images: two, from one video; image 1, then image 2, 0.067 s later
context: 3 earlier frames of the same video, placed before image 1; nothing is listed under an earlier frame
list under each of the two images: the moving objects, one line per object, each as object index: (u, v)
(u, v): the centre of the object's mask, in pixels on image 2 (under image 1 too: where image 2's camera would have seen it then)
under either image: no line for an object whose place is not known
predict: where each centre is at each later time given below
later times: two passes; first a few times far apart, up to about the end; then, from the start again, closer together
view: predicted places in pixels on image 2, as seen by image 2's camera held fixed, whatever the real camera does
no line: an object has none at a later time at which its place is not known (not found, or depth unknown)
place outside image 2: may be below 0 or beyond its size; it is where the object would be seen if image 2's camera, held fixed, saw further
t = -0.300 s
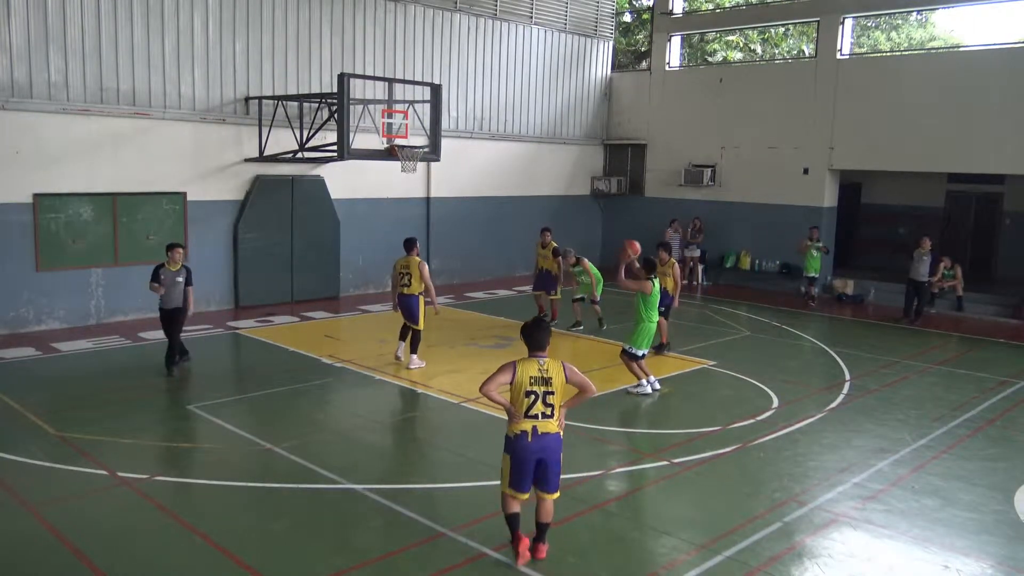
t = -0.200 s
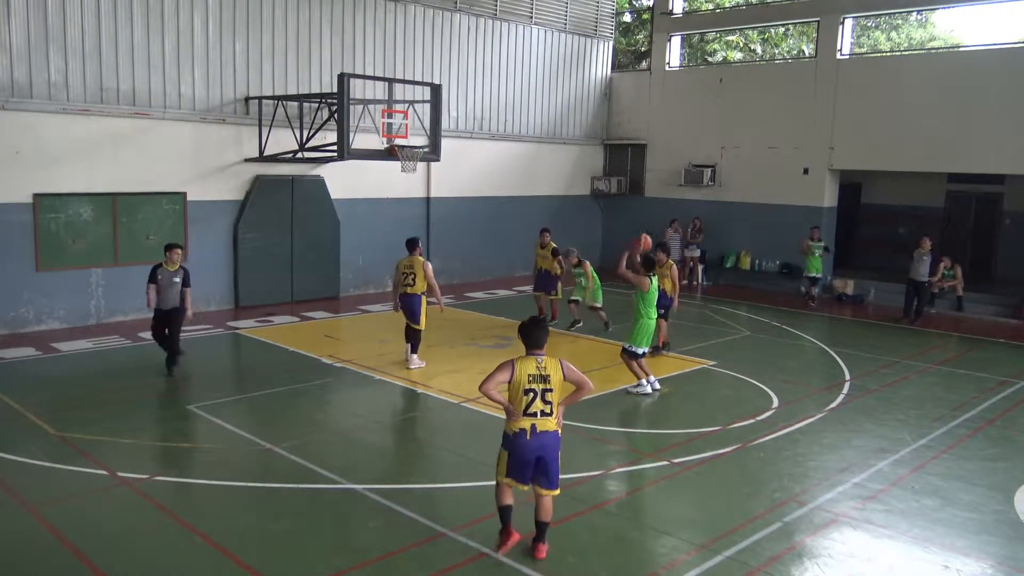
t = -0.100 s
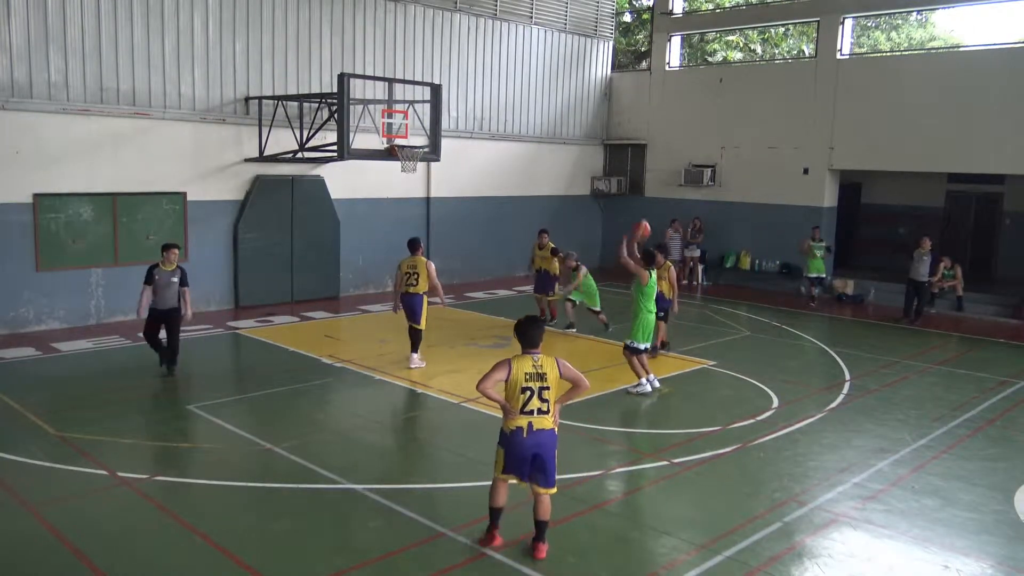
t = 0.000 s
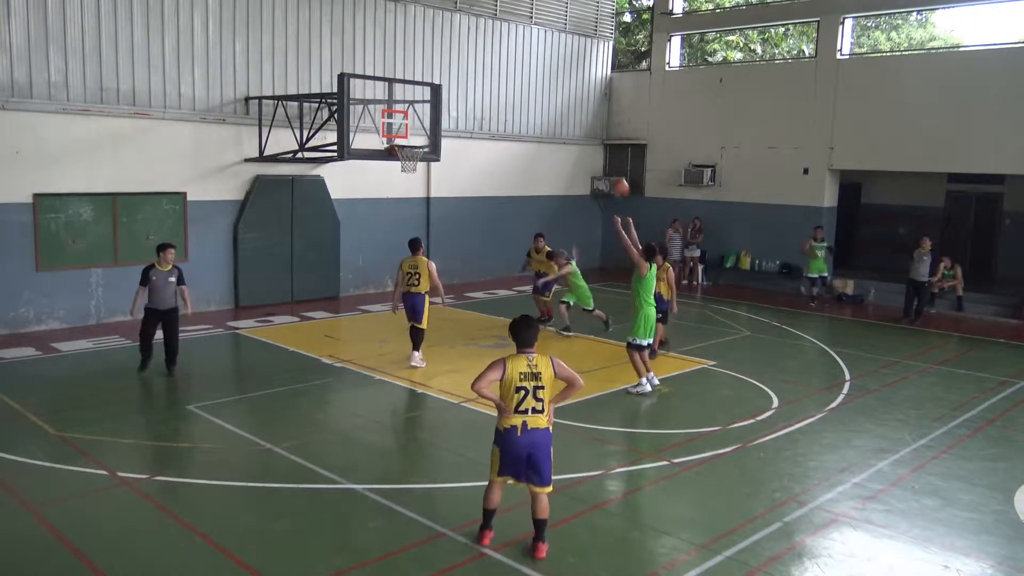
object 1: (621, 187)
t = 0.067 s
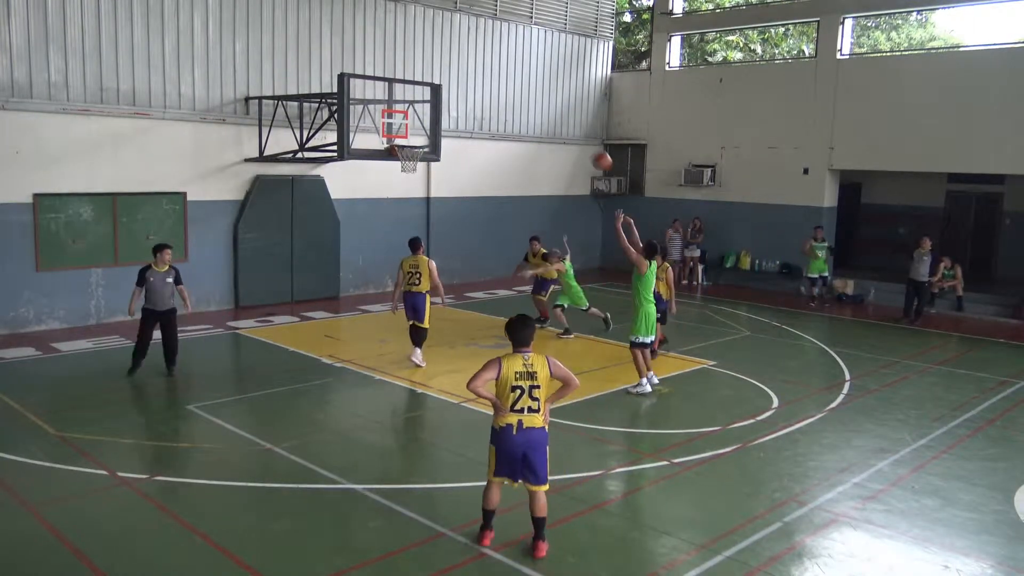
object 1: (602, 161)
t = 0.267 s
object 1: (552, 105)
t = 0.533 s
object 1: (491, 81)
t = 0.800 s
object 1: (440, 108)
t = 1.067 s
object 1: (391, 175)
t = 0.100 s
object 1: (594, 149)
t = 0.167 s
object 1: (575, 128)
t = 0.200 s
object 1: (568, 120)
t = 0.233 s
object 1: (559, 112)
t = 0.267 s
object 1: (552, 105)
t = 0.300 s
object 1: (544, 99)
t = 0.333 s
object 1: (536, 94)
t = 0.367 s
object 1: (528, 90)
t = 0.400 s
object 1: (520, 86)
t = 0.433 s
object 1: (513, 84)
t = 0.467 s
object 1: (505, 82)
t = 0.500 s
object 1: (498, 81)
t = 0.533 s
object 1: (491, 81)
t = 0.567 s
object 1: (484, 82)
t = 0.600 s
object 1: (477, 83)
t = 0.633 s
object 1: (470, 85)
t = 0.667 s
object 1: (463, 89)
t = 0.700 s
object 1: (457, 92)
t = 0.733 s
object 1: (451, 97)
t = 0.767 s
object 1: (445, 101)
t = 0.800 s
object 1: (440, 108)
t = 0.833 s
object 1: (432, 113)
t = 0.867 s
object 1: (426, 120)
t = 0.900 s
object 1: (420, 128)
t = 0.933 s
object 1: (414, 136)
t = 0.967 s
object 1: (408, 146)
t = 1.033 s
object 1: (397, 166)
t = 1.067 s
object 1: (391, 175)
